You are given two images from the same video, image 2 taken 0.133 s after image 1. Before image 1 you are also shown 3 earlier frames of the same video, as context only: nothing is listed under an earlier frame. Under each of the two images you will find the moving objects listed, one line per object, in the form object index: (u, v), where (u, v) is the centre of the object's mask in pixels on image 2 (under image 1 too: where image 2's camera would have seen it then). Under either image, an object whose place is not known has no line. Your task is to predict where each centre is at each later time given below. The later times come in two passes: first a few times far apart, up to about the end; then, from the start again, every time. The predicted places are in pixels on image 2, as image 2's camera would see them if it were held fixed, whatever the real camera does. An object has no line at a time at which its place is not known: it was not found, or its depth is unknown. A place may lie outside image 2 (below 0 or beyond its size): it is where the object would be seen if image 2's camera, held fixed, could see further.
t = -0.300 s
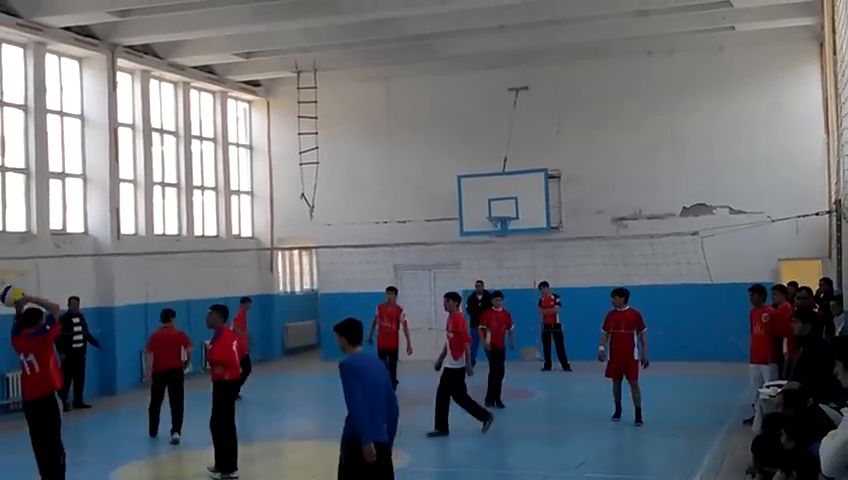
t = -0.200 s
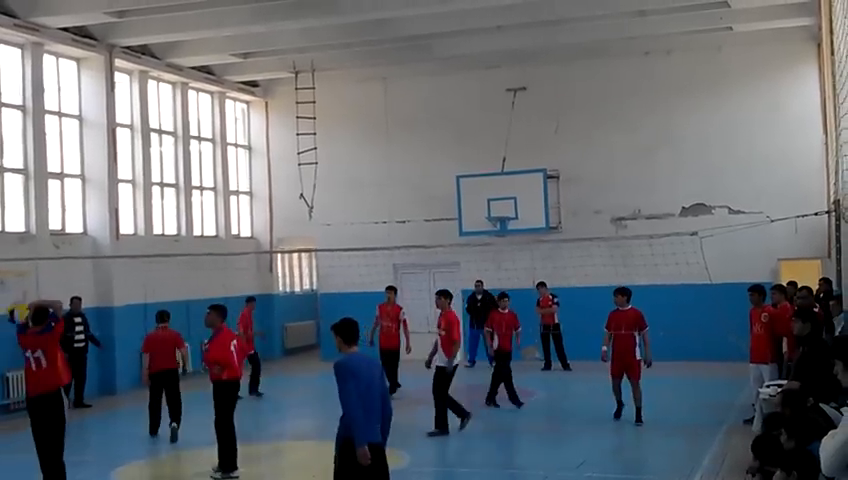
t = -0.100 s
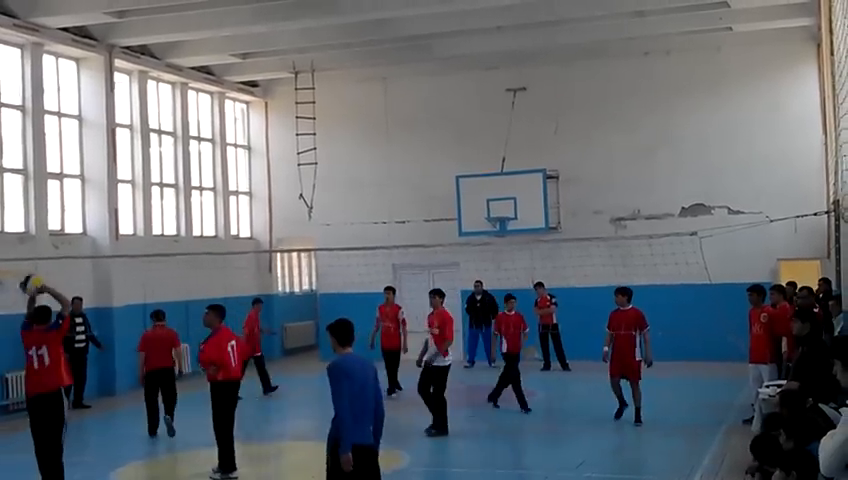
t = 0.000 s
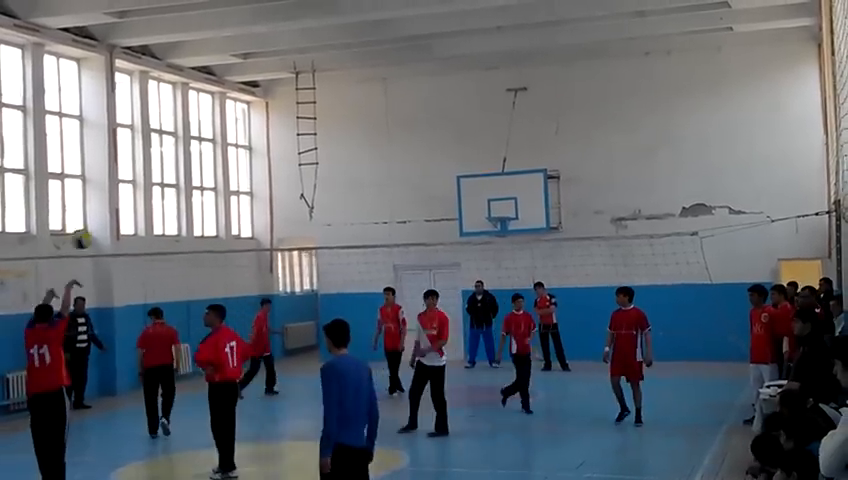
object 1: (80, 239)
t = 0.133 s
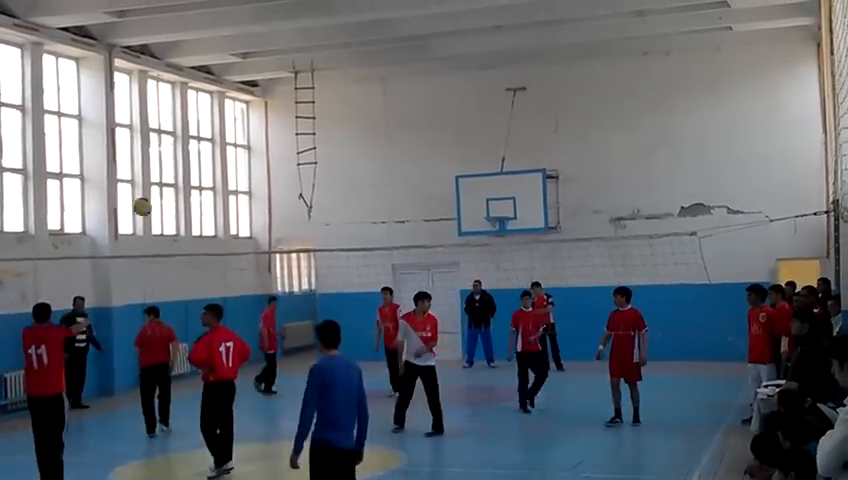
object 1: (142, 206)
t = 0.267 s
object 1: (194, 193)
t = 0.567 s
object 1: (280, 208)
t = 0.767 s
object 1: (323, 242)
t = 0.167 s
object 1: (156, 202)
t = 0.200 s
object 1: (169, 197)
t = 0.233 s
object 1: (181, 195)
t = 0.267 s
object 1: (194, 193)
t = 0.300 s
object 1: (205, 191)
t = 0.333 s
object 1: (214, 191)
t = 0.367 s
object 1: (224, 192)
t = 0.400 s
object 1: (235, 193)
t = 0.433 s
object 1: (245, 195)
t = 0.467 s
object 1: (253, 198)
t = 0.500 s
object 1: (262, 200)
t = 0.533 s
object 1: (271, 204)
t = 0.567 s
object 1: (280, 208)
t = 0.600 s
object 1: (287, 213)
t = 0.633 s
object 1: (295, 218)
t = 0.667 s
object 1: (302, 223)
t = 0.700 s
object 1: (310, 229)
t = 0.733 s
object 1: (317, 235)
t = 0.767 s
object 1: (323, 242)
